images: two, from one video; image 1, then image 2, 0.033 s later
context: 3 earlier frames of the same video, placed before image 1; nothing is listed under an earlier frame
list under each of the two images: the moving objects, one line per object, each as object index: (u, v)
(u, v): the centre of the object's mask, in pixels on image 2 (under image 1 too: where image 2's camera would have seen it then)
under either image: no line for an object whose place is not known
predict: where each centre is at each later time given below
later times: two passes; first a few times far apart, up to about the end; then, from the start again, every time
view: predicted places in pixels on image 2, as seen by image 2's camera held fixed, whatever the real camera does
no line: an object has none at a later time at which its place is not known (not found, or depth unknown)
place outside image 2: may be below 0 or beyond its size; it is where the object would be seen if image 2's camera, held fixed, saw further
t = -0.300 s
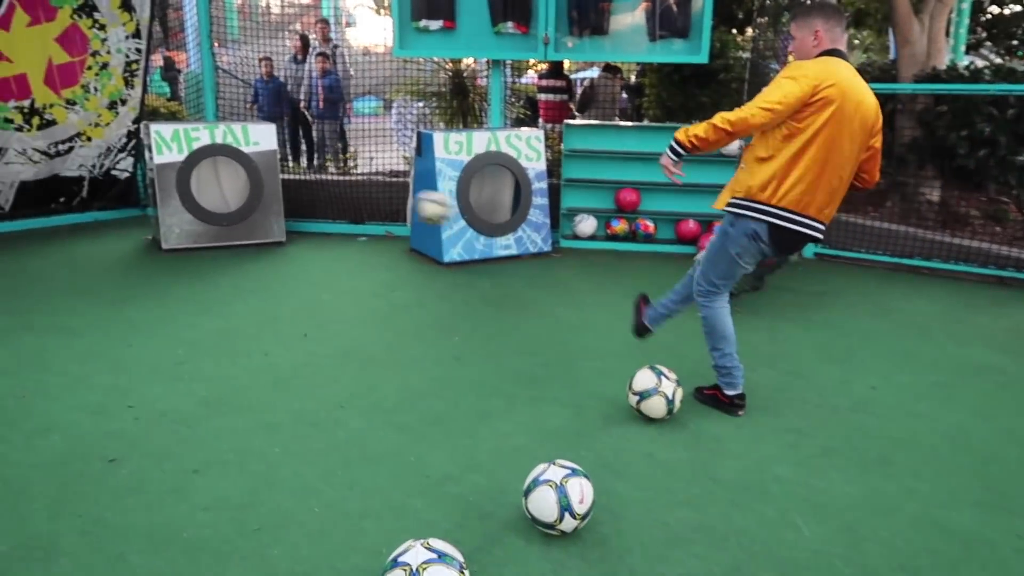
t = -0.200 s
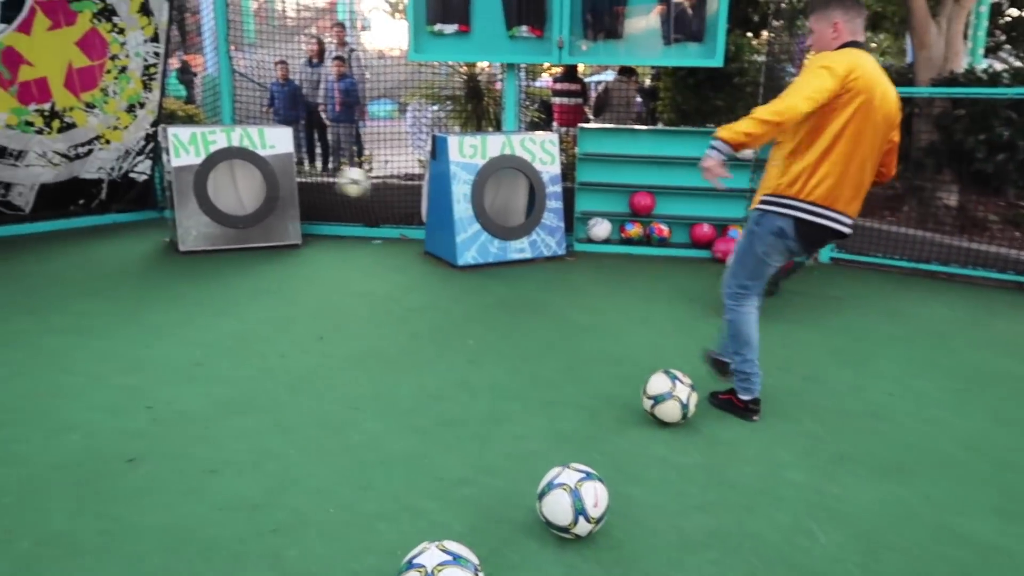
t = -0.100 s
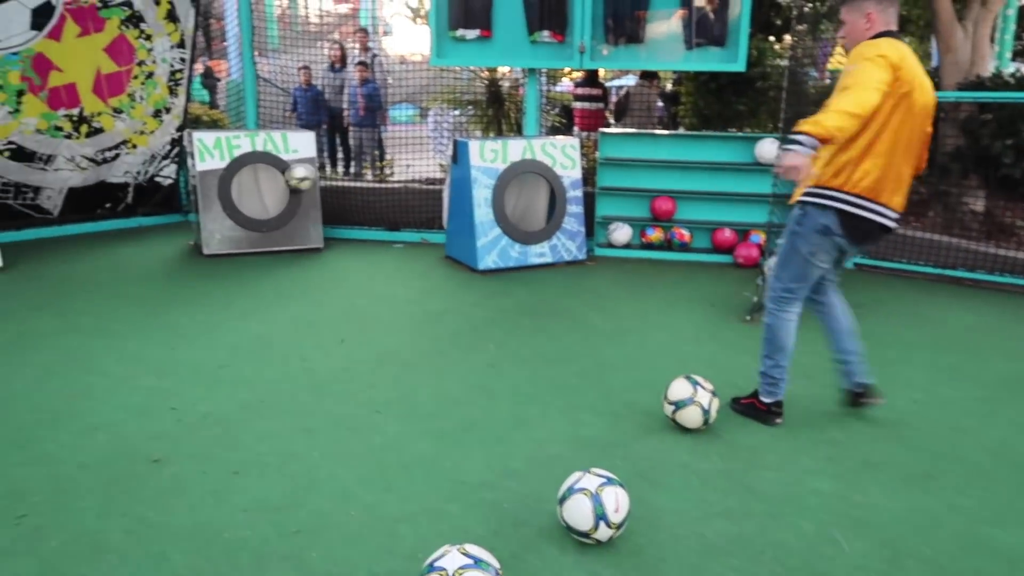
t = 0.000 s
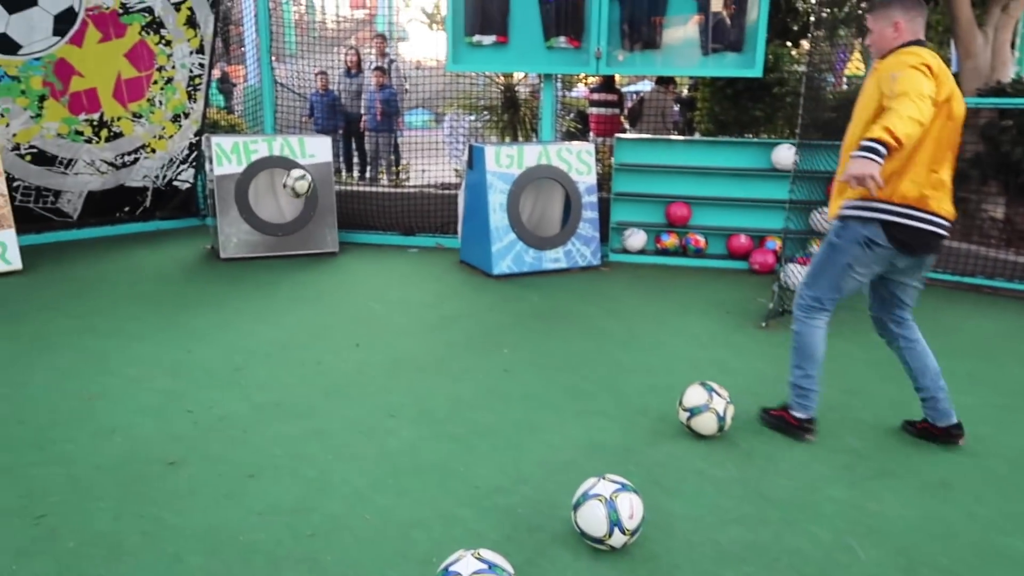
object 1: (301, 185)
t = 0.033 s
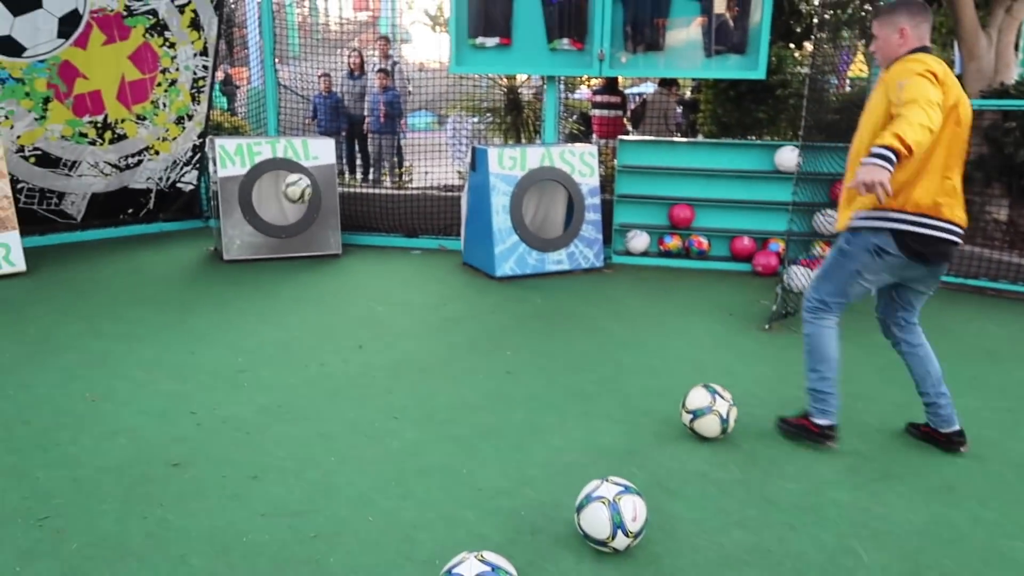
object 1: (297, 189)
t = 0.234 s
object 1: (268, 251)
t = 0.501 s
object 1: (227, 292)
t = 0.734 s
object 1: (190, 365)
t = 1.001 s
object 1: (143, 407)
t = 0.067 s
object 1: (293, 193)
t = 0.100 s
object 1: (288, 200)
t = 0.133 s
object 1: (284, 210)
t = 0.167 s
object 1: (279, 221)
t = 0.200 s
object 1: (274, 234)
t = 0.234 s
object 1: (268, 251)
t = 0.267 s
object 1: (262, 269)
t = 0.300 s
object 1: (257, 291)
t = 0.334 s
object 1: (251, 308)
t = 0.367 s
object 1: (247, 301)
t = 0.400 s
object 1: (242, 296)
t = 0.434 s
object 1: (237, 293)
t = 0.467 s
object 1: (233, 291)
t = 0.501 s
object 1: (227, 292)
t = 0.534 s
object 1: (223, 295)
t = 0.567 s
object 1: (218, 300)
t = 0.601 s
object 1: (213, 307)
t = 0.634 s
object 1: (207, 316)
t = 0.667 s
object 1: (202, 329)
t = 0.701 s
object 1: (196, 345)
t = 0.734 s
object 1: (190, 365)
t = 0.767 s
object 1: (186, 369)
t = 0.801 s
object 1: (179, 367)
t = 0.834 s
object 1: (174, 366)
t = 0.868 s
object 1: (168, 368)
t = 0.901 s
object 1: (162, 373)
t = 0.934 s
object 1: (156, 381)
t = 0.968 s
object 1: (149, 392)
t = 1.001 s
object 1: (143, 407)
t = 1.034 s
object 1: (137, 426)
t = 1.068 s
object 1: (130, 438)
